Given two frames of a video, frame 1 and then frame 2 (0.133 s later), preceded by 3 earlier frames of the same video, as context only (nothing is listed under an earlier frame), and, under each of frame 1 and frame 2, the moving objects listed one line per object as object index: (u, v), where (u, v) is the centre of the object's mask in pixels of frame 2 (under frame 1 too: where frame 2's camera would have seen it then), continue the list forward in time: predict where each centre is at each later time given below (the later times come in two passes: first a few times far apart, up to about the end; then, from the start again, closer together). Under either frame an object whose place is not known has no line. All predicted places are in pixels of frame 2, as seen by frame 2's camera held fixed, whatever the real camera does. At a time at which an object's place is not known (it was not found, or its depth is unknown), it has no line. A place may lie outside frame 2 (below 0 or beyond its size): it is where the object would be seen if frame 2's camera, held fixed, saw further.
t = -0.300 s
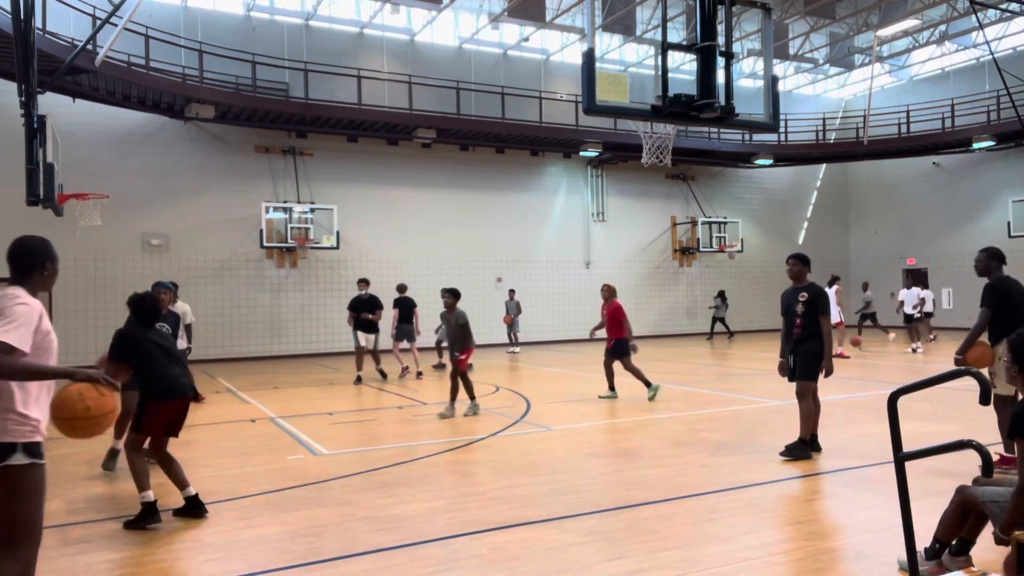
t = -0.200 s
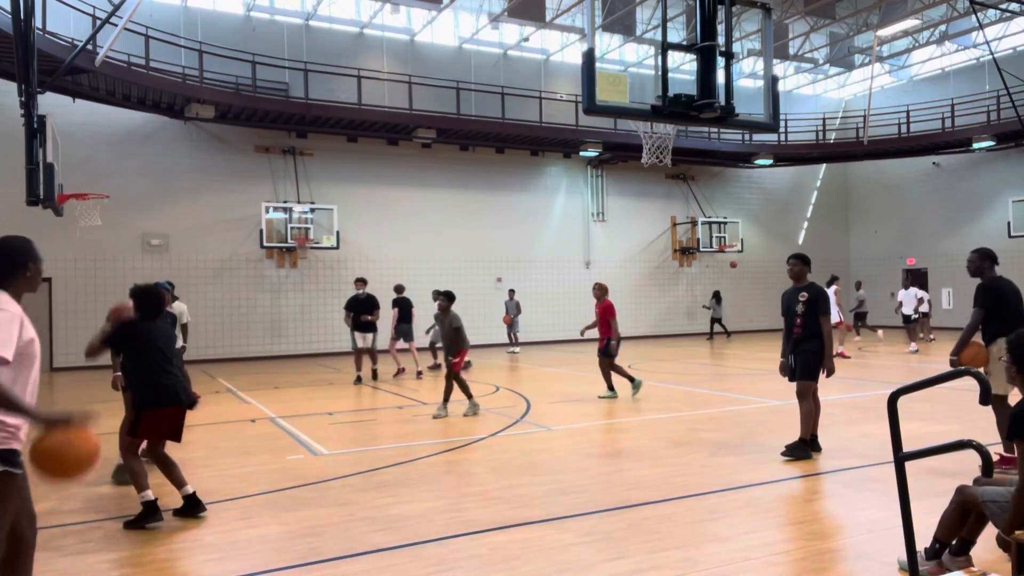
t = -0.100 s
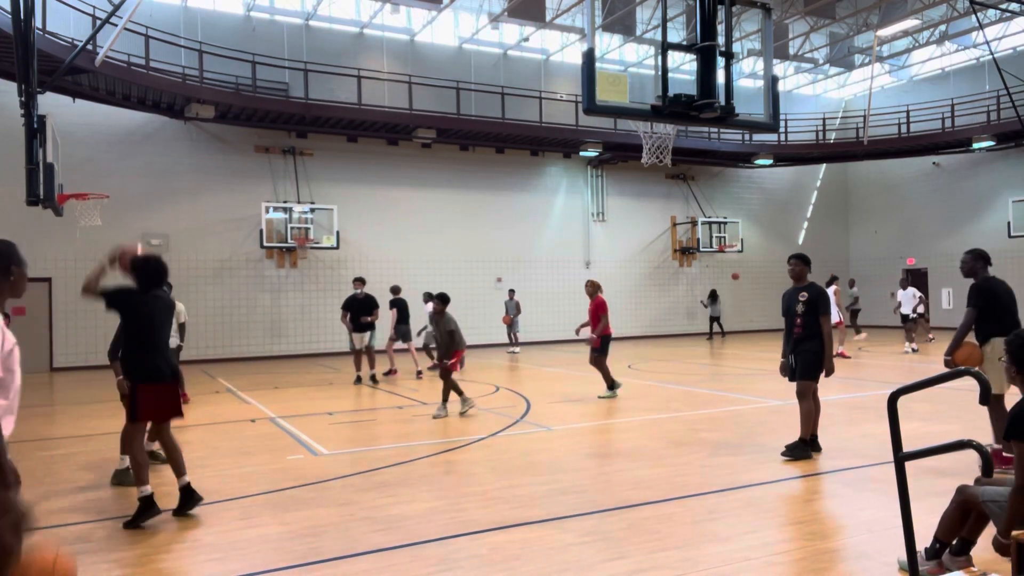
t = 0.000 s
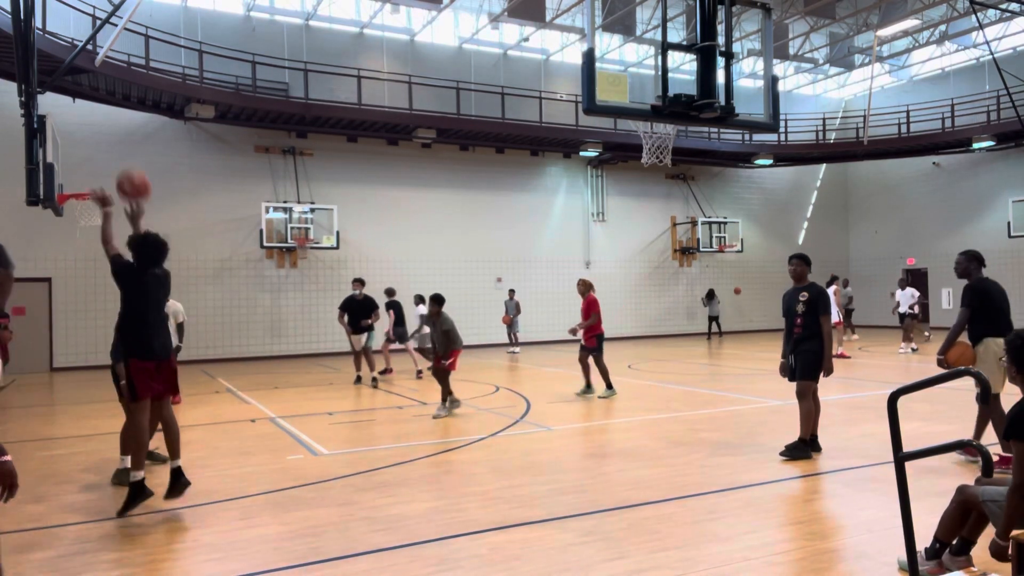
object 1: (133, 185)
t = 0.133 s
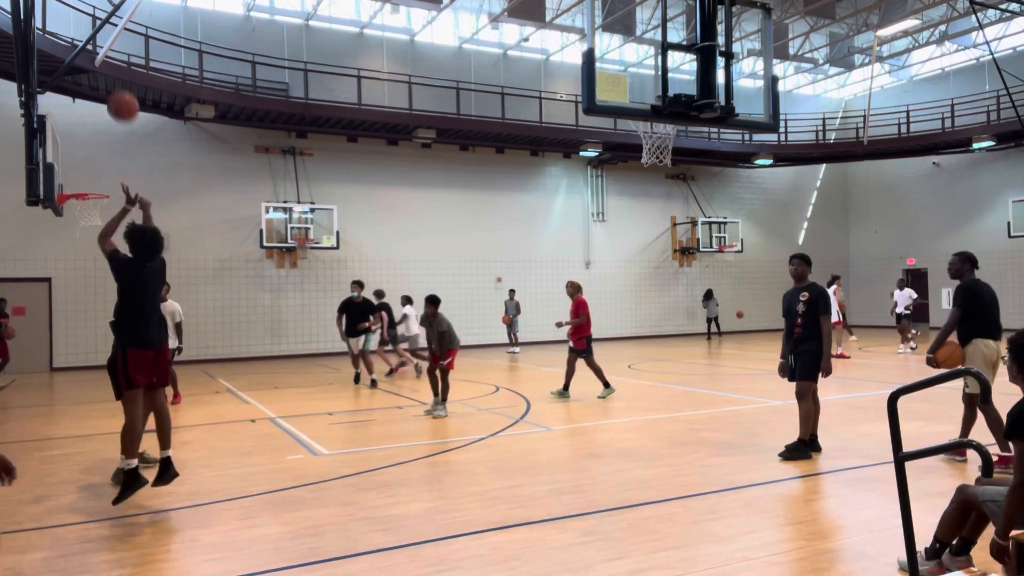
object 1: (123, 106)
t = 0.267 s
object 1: (113, 59)
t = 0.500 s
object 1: (103, 34)
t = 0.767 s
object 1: (94, 66)
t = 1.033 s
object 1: (87, 142)
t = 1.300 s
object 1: (73, 142)
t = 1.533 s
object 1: (59, 99)
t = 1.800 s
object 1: (51, 104)
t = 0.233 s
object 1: (116, 70)
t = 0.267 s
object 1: (113, 59)
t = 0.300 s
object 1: (112, 52)
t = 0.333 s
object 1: (111, 46)
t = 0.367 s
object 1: (109, 41)
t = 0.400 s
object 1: (107, 37)
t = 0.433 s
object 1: (106, 35)
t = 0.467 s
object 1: (105, 34)
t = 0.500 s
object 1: (103, 34)
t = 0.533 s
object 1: (102, 35)
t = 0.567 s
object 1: (101, 36)
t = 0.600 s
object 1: (100, 39)
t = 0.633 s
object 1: (99, 43)
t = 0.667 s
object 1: (97, 47)
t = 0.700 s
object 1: (96, 52)
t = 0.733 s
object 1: (95, 57)
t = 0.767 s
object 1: (94, 66)
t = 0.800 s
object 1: (93, 73)
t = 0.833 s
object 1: (92, 81)
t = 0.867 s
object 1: (91, 89)
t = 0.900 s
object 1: (90, 98)
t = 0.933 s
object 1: (89, 109)
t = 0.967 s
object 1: (88, 119)
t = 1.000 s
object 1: (87, 130)
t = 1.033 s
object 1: (87, 142)
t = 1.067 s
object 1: (86, 154)
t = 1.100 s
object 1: (85, 166)
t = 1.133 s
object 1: (85, 179)
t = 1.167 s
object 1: (84, 184)
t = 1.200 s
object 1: (81, 172)
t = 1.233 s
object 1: (78, 162)
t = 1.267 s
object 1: (75, 151)
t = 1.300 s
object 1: (73, 142)
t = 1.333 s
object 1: (70, 133)
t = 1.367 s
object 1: (67, 125)
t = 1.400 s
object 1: (64, 117)
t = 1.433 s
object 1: (62, 111)
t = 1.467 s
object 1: (61, 107)
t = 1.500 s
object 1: (60, 102)
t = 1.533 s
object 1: (59, 99)
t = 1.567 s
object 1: (58, 96)
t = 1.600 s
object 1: (57, 95)
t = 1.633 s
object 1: (56, 94)
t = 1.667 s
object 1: (55, 94)
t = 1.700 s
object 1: (55, 95)
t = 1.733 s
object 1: (53, 97)
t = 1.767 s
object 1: (53, 99)
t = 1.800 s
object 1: (51, 104)
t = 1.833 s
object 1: (51, 108)
